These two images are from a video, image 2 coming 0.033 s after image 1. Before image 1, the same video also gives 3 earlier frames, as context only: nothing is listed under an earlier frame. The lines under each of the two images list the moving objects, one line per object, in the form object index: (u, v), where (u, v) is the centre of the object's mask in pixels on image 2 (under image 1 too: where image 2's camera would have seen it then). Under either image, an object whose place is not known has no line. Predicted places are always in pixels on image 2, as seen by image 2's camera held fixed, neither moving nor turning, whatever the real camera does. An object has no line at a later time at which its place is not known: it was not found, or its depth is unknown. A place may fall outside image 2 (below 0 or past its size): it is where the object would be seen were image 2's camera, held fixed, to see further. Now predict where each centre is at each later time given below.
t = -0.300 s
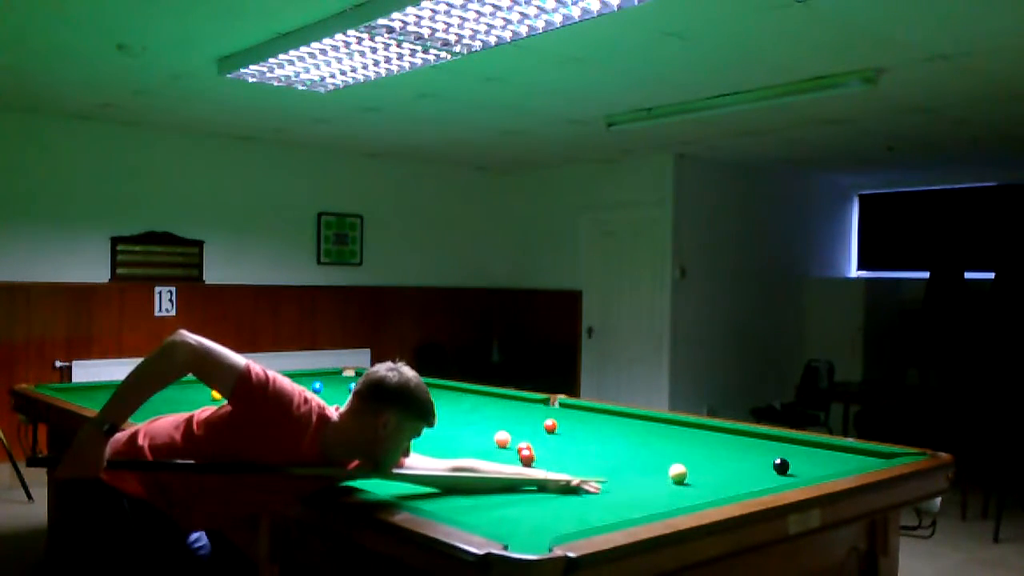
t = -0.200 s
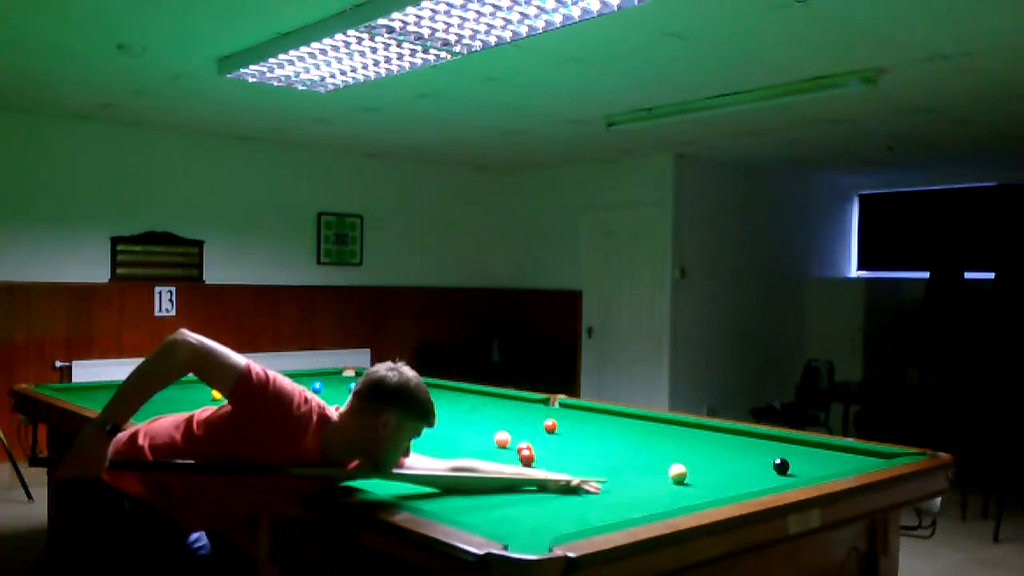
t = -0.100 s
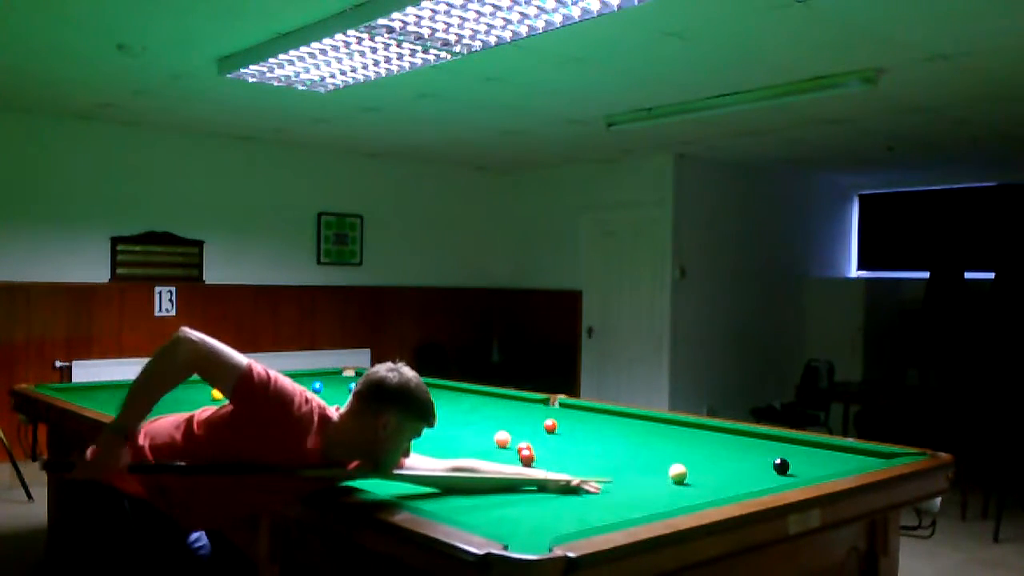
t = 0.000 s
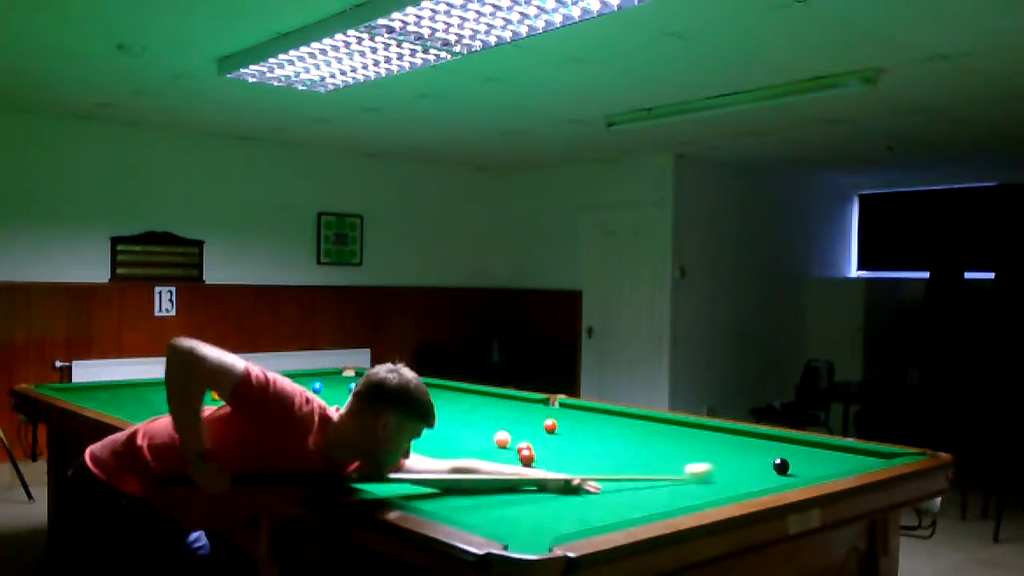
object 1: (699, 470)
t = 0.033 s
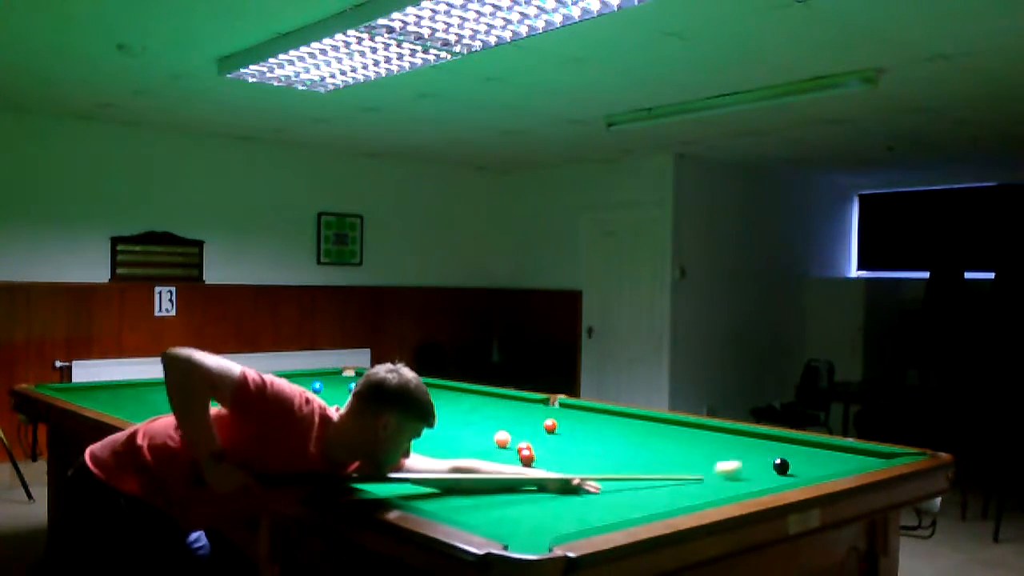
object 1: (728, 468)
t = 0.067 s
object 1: (757, 466)
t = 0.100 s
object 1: (766, 466)
